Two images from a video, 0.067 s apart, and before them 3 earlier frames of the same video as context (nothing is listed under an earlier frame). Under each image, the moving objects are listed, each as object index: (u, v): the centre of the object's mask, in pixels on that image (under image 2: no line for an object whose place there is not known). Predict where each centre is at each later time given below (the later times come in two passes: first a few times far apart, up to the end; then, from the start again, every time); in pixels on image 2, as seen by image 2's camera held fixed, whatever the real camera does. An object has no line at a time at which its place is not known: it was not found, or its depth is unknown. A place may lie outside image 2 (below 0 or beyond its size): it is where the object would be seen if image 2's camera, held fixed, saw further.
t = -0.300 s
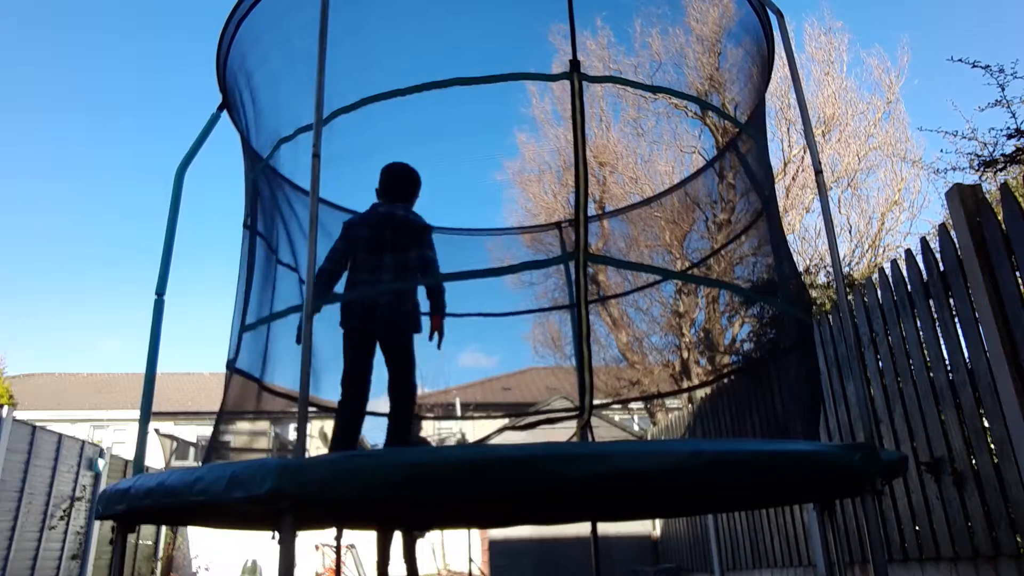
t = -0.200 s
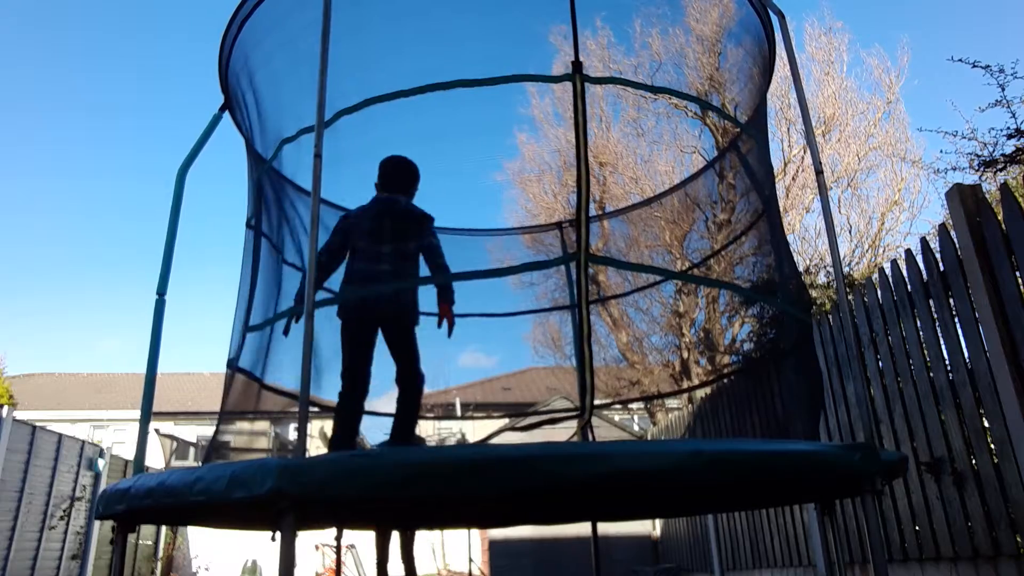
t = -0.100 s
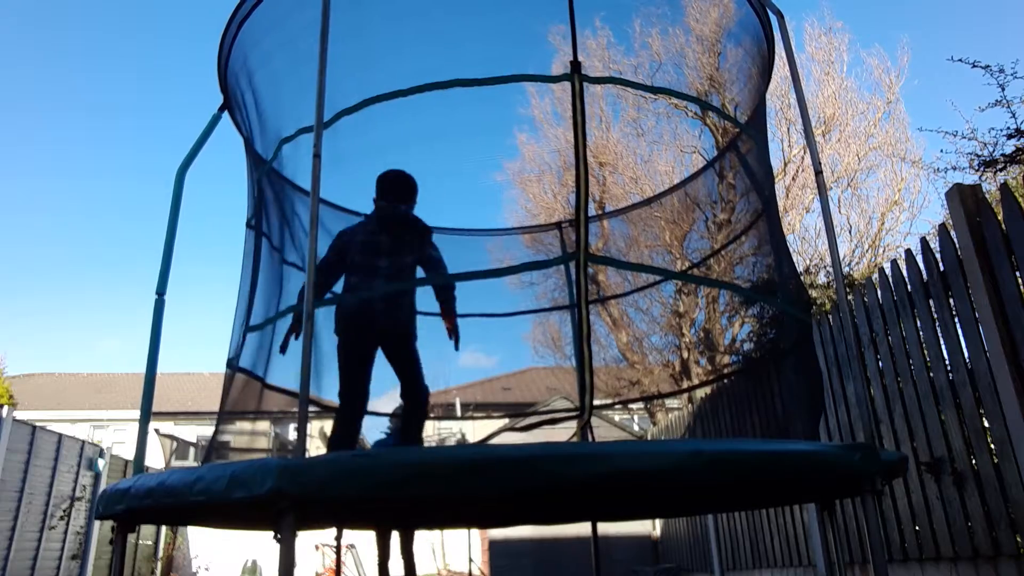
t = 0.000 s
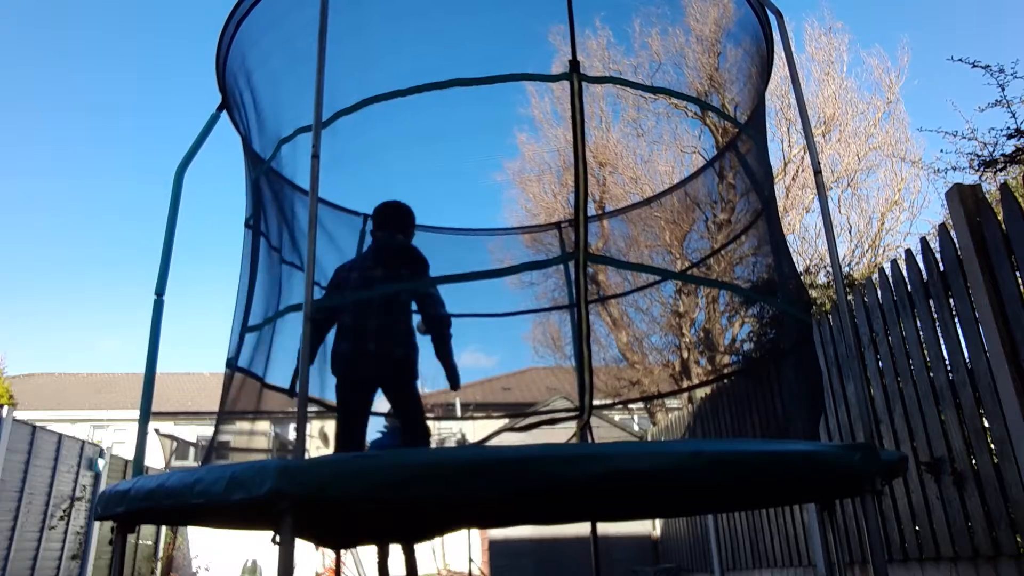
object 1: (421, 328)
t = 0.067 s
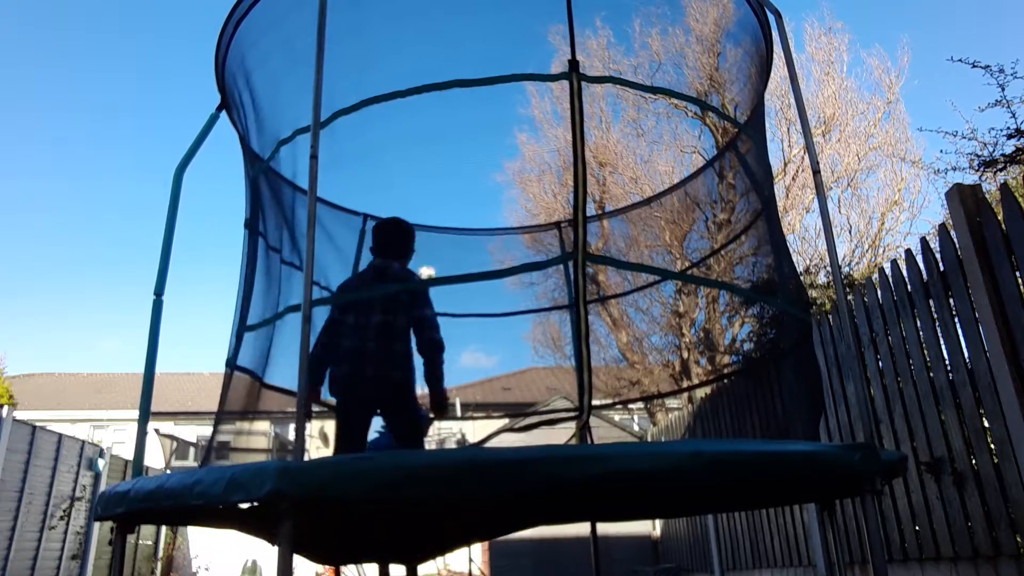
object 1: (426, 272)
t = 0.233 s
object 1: (433, 168)
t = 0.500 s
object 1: (444, 48)
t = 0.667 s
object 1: (453, 8)
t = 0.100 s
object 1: (428, 251)
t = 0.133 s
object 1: (429, 228)
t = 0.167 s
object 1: (430, 207)
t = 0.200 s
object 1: (432, 187)
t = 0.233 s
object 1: (433, 168)
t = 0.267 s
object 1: (434, 149)
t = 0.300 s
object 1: (436, 132)
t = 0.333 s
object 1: (437, 116)
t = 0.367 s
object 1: (438, 100)
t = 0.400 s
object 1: (440, 85)
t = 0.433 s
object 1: (441, 72)
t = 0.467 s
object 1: (443, 60)
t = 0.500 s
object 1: (444, 48)
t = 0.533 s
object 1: (446, 38)
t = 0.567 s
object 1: (447, 28)
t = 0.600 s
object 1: (449, 20)
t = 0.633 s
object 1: (451, 12)
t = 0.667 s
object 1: (453, 8)
